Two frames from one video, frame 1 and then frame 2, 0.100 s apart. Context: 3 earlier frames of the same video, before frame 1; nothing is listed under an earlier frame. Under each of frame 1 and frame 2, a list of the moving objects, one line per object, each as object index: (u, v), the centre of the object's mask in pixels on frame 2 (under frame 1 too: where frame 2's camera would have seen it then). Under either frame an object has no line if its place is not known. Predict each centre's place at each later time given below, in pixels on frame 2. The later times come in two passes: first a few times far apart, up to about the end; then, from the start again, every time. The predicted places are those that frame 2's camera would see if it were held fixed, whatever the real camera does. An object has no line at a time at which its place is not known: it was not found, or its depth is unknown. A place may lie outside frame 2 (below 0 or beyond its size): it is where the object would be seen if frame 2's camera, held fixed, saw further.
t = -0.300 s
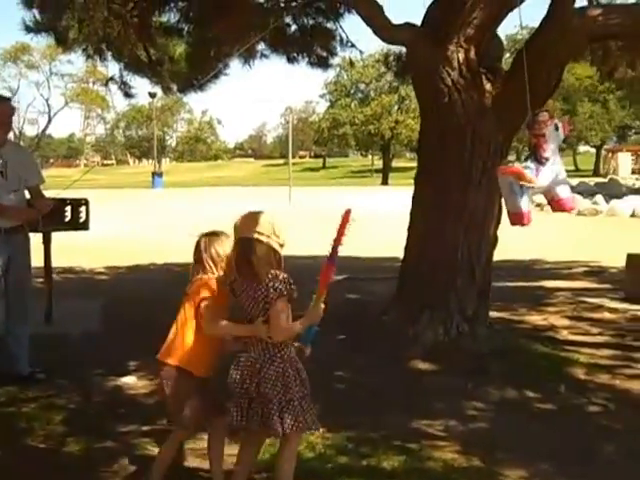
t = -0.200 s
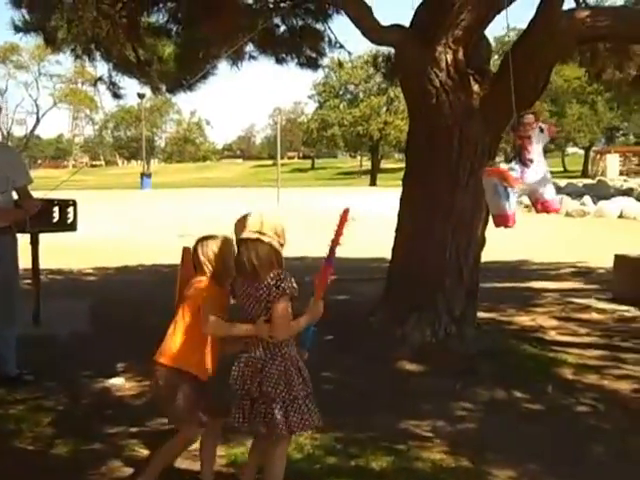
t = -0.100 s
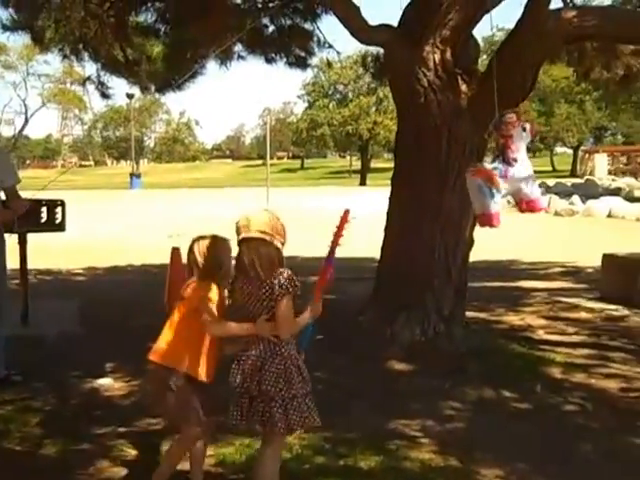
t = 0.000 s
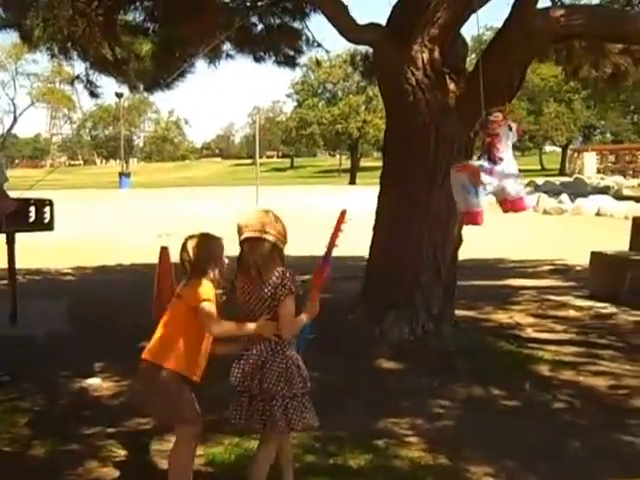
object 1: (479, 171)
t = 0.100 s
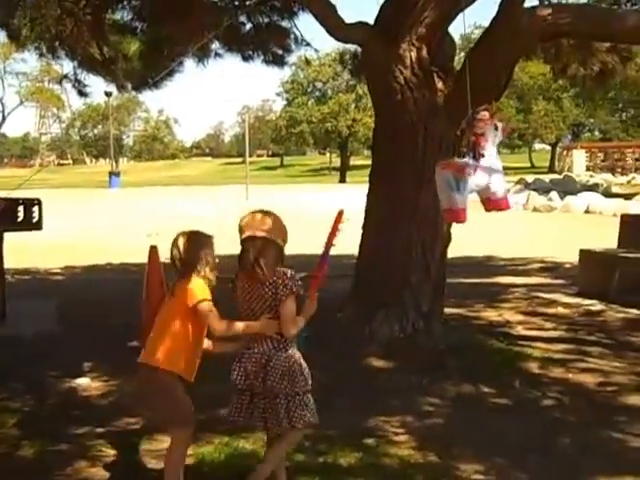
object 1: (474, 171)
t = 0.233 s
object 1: (466, 169)
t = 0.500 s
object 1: (460, 169)
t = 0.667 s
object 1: (459, 169)
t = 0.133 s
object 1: (472, 170)
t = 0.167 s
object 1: (471, 170)
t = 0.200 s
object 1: (468, 168)
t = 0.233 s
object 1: (466, 169)
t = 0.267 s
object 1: (465, 169)
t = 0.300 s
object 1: (464, 169)
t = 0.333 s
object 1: (463, 169)
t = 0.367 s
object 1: (463, 169)
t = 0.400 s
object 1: (462, 169)
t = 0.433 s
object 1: (461, 169)
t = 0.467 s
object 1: (461, 169)
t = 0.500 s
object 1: (460, 169)
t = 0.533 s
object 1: (459, 169)
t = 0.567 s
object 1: (459, 169)
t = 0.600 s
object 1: (459, 168)
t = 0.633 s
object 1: (459, 169)
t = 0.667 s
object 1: (459, 169)
